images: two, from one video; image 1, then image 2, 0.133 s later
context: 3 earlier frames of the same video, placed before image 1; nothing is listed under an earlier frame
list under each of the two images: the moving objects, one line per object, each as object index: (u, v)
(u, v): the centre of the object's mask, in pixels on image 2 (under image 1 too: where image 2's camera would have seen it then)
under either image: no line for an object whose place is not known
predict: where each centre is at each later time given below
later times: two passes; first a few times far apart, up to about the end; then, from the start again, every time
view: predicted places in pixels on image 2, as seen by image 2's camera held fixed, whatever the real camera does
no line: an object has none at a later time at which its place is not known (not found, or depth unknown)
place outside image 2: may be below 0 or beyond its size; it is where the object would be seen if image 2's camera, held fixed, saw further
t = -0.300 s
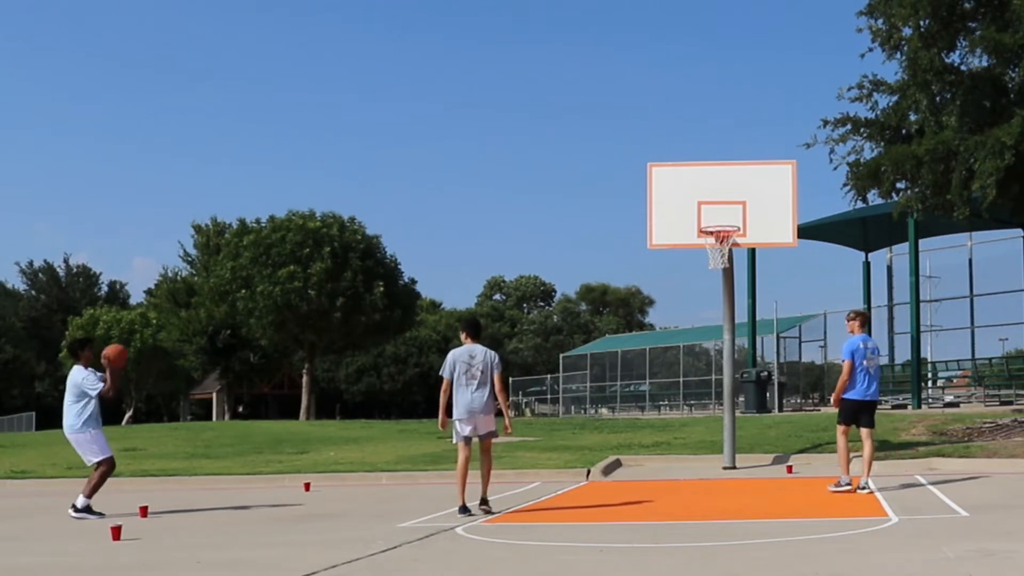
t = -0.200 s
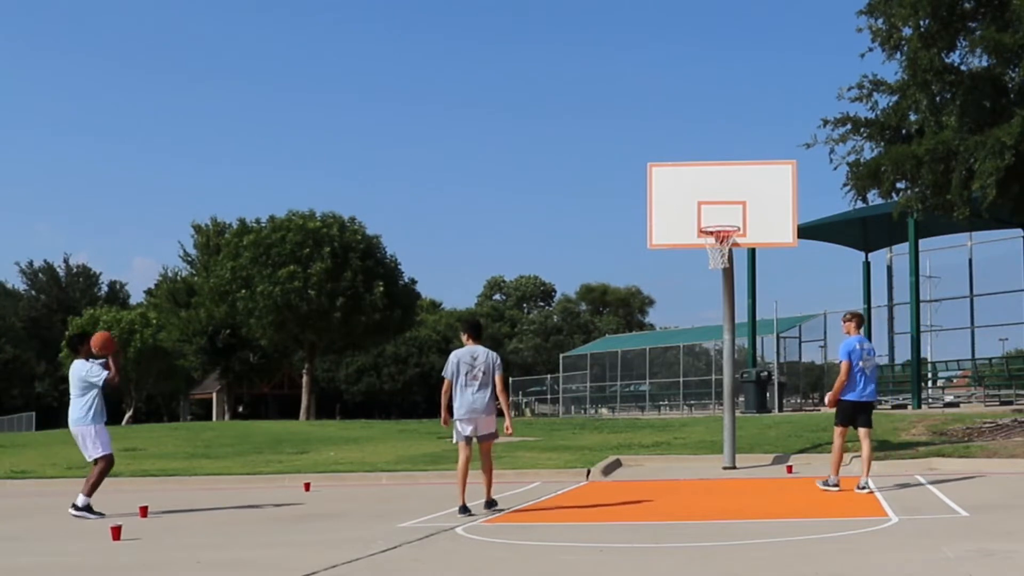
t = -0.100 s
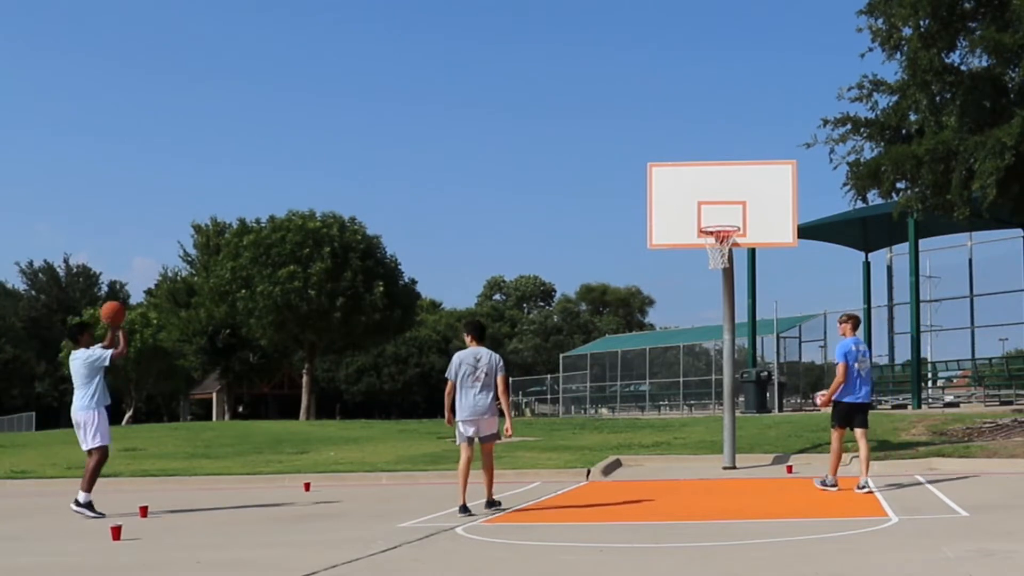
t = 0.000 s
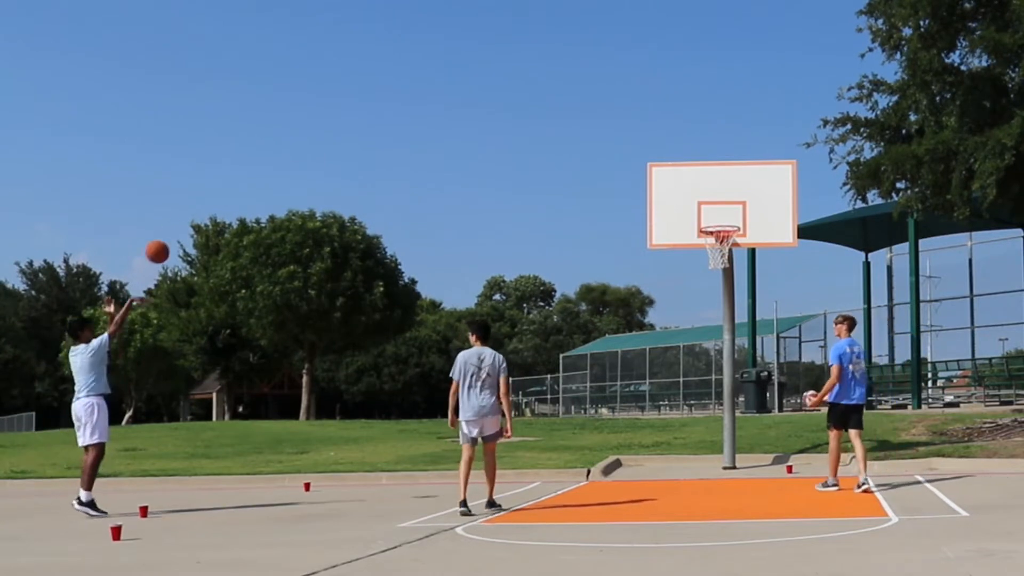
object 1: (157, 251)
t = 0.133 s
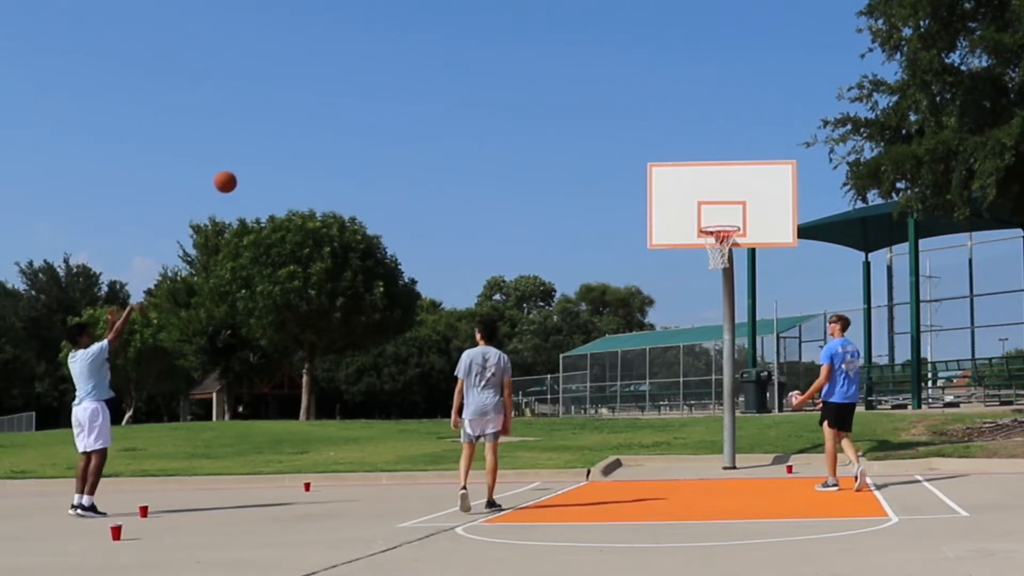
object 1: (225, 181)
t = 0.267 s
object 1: (289, 130)
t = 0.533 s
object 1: (407, 80)
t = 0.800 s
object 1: (515, 90)
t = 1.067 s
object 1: (615, 158)
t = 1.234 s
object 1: (673, 227)
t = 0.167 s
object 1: (242, 167)
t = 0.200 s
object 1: (258, 154)
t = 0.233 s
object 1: (274, 142)
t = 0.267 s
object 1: (289, 130)
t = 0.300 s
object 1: (305, 121)
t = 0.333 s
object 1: (320, 112)
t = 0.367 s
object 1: (335, 104)
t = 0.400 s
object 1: (350, 97)
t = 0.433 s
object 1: (365, 91)
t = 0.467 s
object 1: (379, 86)
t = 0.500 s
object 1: (393, 82)
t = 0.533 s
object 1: (407, 80)
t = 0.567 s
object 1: (421, 78)
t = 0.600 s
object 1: (435, 77)
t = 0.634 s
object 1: (449, 77)
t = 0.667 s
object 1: (462, 78)
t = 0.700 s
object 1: (476, 80)
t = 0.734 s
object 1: (489, 82)
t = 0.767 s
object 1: (502, 86)
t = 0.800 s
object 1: (515, 90)
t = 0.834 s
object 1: (528, 96)
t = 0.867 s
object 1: (541, 102)
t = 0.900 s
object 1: (553, 109)
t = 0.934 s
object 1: (566, 117)
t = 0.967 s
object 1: (578, 126)
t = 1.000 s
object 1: (590, 136)
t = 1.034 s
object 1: (602, 146)
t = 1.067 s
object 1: (615, 158)
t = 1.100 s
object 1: (626, 170)
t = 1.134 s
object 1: (638, 183)
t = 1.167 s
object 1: (650, 197)
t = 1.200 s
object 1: (661, 211)
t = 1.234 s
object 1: (673, 227)
